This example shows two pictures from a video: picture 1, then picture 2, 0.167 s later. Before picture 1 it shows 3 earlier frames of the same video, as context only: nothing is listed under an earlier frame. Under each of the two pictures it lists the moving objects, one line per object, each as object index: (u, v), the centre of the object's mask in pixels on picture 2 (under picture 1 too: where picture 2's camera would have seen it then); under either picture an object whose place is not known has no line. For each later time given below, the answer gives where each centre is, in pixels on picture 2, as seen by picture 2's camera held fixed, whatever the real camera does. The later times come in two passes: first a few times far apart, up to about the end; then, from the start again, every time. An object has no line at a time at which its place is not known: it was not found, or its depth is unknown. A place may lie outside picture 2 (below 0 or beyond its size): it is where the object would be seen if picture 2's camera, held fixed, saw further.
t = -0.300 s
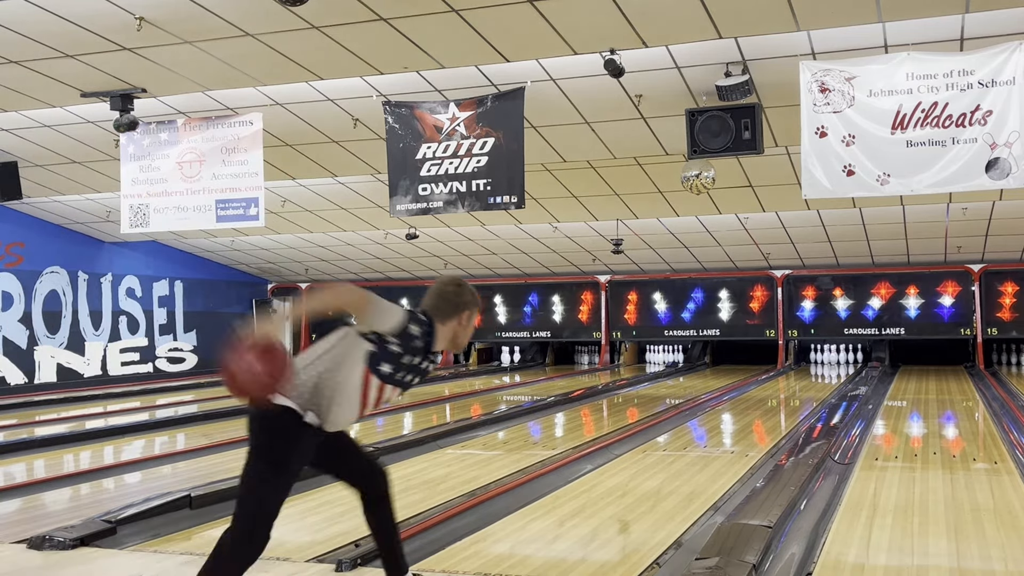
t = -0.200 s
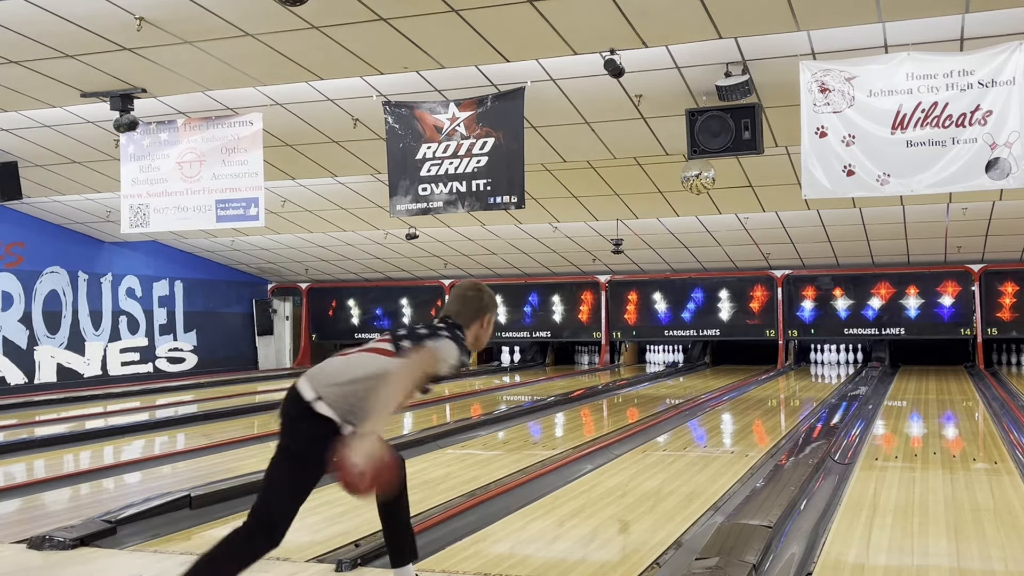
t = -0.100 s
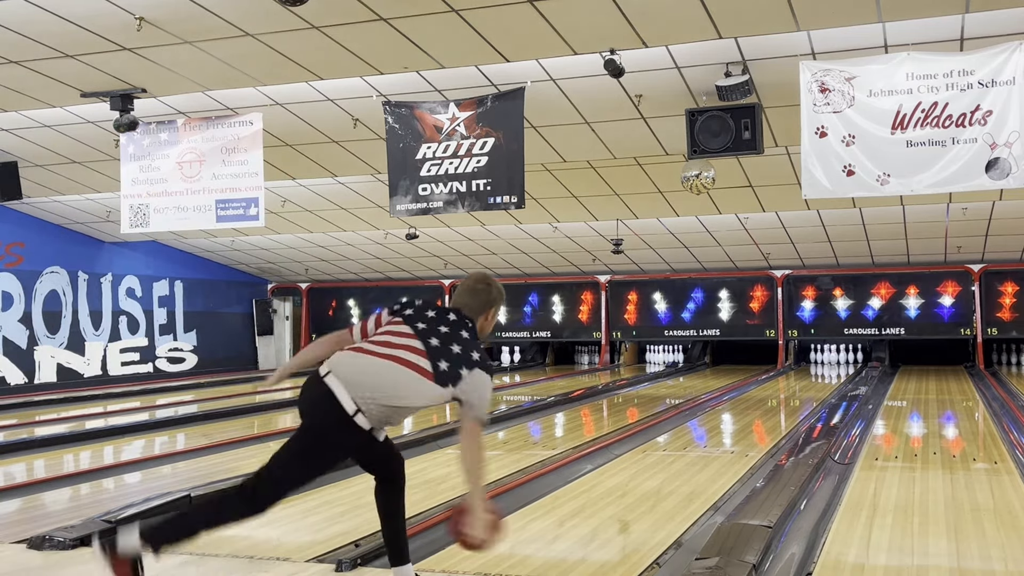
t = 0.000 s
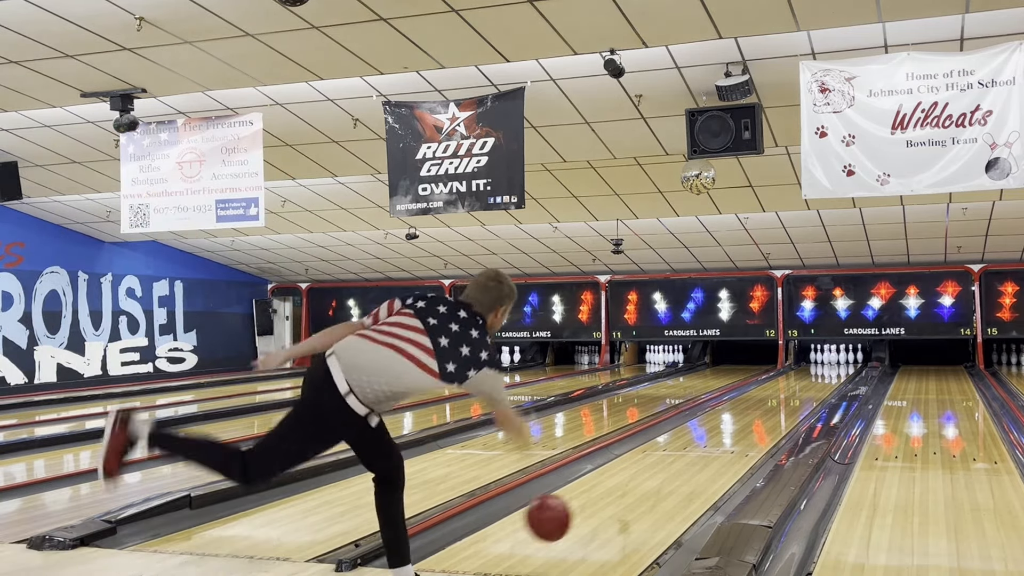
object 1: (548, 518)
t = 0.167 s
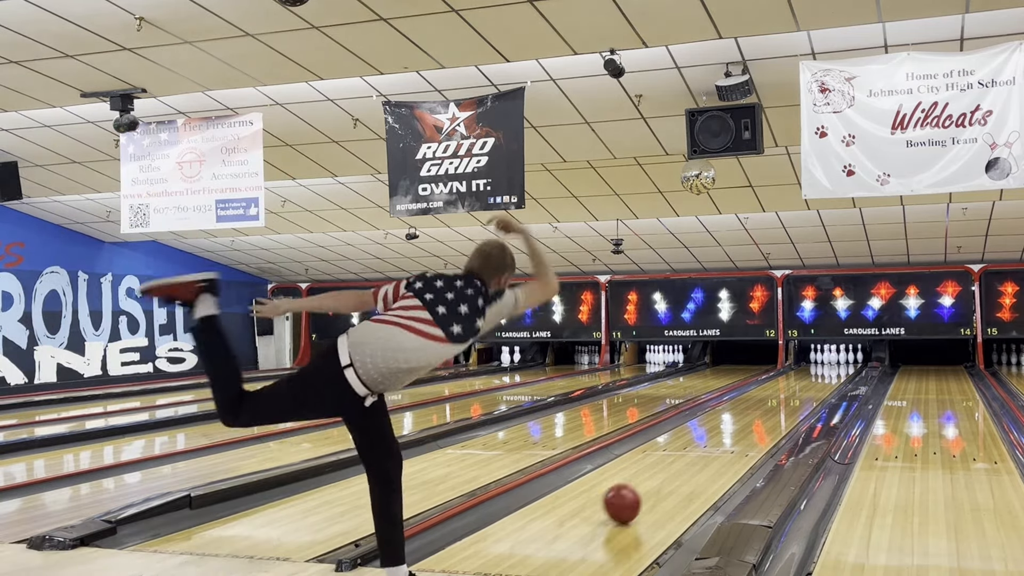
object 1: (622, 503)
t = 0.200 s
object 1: (633, 497)
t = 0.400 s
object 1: (687, 461)
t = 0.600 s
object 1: (723, 436)
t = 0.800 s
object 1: (750, 419)
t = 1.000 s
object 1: (769, 406)
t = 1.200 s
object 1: (785, 395)
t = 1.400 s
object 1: (797, 387)
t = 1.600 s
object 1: (808, 380)
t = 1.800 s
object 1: (816, 374)
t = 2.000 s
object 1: (821, 369)
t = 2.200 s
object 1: (826, 365)
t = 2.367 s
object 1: (827, 362)
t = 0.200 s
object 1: (633, 497)
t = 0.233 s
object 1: (643, 490)
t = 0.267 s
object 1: (653, 484)
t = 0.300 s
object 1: (662, 478)
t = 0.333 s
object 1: (671, 472)
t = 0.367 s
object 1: (679, 467)
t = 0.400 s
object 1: (687, 461)
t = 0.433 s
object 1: (693, 456)
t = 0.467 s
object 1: (700, 452)
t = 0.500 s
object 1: (706, 448)
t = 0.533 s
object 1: (712, 444)
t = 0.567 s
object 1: (718, 440)
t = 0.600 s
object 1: (723, 436)
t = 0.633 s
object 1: (728, 433)
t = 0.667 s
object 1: (733, 430)
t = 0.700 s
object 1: (737, 427)
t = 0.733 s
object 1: (742, 425)
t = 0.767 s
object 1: (745, 422)
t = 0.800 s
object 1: (750, 419)
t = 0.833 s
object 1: (753, 417)
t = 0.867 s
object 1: (757, 415)
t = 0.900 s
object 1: (760, 413)
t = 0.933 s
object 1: (763, 410)
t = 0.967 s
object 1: (766, 408)
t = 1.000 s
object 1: (769, 406)
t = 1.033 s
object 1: (772, 404)
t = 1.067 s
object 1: (775, 402)
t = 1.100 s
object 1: (778, 400)
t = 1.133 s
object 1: (780, 399)
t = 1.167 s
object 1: (783, 397)
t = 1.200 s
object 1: (785, 395)
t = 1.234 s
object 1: (787, 393)
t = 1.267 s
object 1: (789, 393)
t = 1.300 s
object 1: (792, 391)
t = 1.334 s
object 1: (794, 390)
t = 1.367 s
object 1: (795, 389)
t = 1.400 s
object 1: (797, 387)
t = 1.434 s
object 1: (799, 386)
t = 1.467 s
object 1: (801, 385)
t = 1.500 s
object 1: (803, 383)
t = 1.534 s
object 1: (804, 383)
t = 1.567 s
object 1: (806, 381)
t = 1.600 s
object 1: (808, 380)
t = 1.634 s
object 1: (809, 379)
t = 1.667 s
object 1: (810, 378)
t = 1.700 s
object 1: (812, 377)
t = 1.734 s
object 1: (813, 376)
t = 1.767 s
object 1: (815, 375)
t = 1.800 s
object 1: (816, 374)
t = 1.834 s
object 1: (817, 373)
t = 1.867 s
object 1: (817, 372)
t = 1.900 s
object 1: (818, 371)
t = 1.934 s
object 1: (819, 371)
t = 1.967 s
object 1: (820, 370)
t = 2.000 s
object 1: (821, 369)
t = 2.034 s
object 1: (822, 369)
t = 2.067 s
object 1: (823, 367)
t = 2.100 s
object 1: (824, 367)
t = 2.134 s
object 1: (824, 366)
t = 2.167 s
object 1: (825, 366)
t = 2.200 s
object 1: (826, 365)
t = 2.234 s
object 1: (826, 364)
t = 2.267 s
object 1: (826, 364)
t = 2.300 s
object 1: (827, 363)
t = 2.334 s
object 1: (827, 363)
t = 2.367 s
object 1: (827, 362)
